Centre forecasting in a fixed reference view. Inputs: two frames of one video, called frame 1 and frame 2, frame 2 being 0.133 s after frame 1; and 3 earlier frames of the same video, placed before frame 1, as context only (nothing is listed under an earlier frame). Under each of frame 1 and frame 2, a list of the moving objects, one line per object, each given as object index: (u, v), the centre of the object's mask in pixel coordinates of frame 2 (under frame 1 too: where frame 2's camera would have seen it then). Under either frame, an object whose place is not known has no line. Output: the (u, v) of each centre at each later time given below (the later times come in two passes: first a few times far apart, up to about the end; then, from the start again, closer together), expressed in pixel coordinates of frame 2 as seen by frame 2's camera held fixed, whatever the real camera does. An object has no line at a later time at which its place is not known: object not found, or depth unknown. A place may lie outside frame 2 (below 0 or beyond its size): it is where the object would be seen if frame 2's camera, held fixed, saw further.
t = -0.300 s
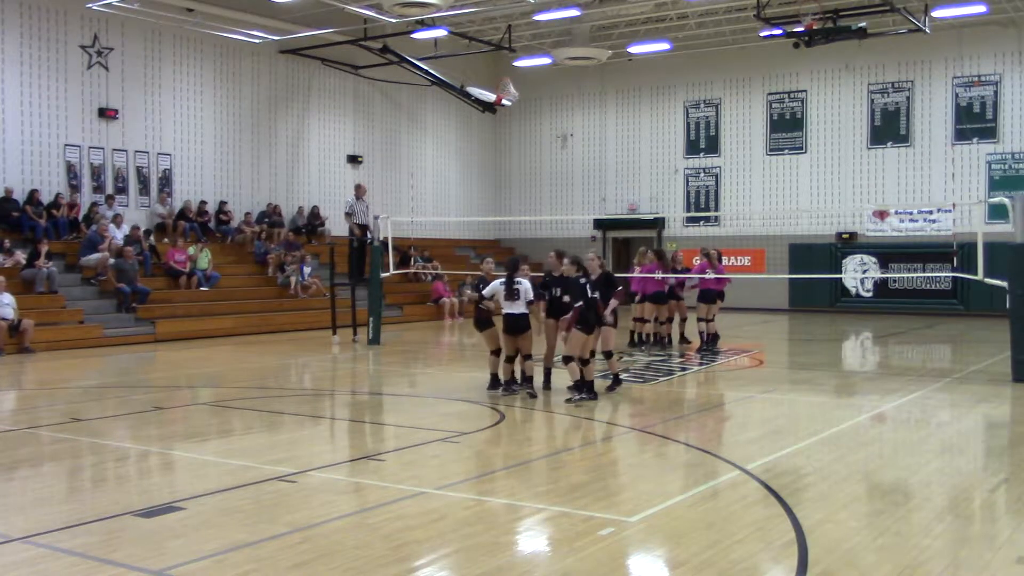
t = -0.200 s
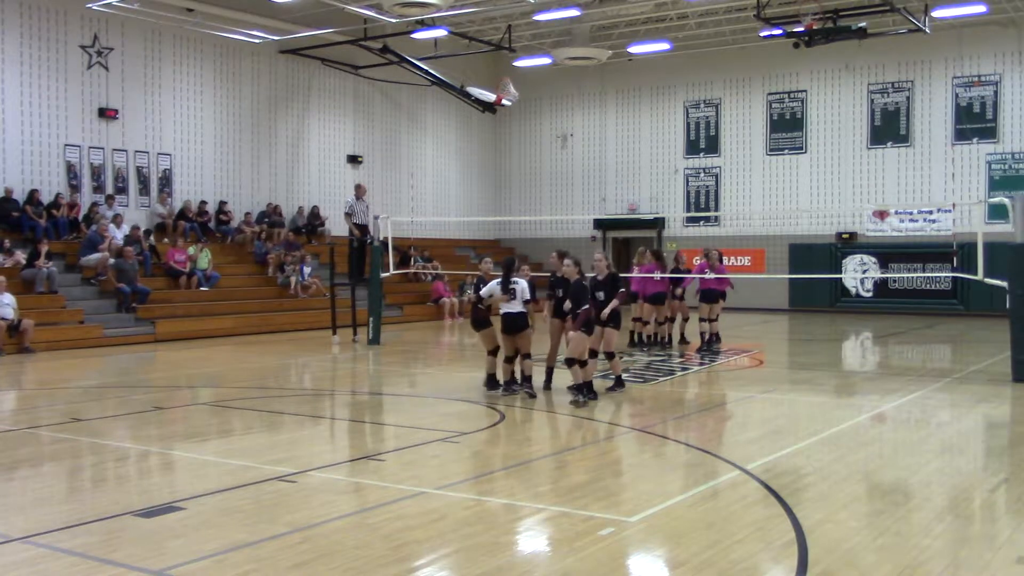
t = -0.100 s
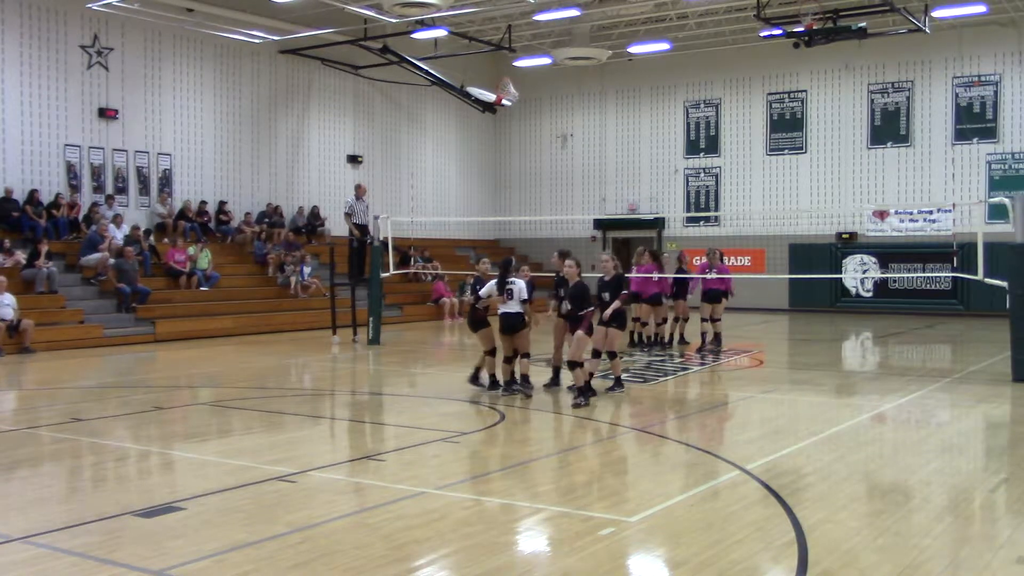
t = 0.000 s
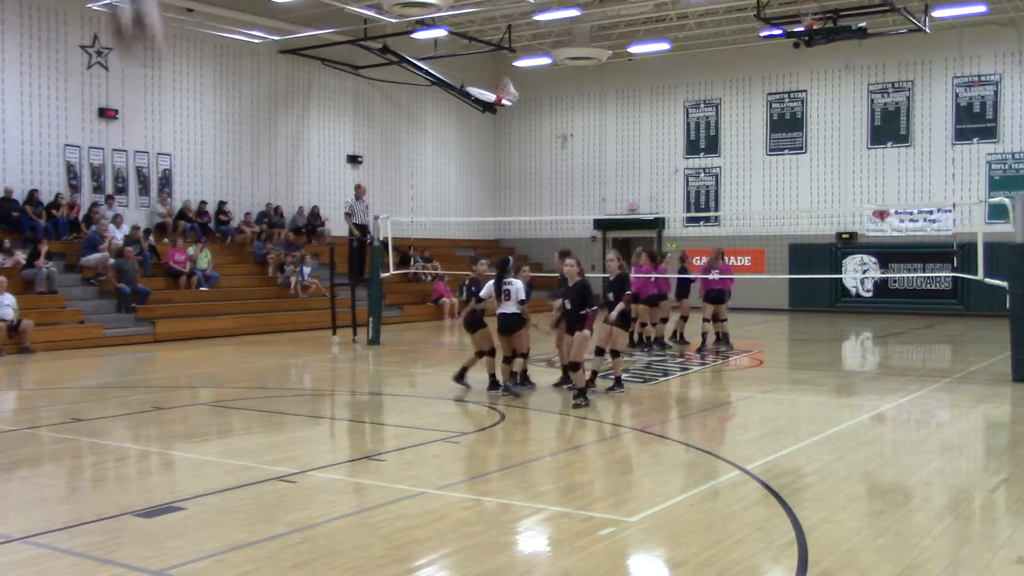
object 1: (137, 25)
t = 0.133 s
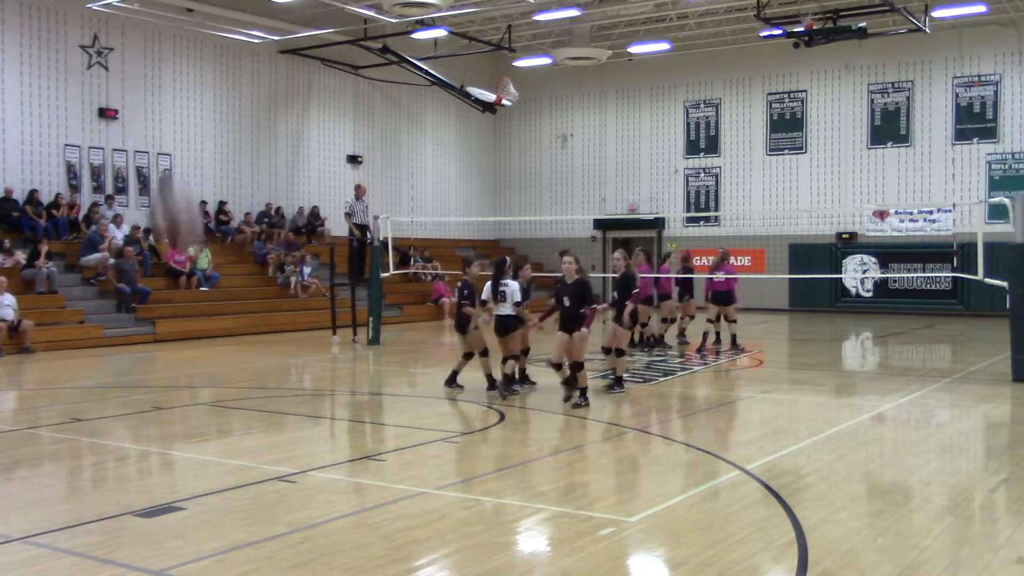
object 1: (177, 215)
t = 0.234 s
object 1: (204, 358)
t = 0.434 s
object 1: (243, 538)
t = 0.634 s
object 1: (251, 351)
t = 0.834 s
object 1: (260, 257)
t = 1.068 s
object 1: (270, 248)
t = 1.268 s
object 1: (280, 321)
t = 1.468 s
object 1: (287, 464)
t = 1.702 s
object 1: (295, 440)
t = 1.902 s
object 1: (303, 368)
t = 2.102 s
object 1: (309, 363)
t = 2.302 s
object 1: (314, 427)
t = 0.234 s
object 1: (204, 358)
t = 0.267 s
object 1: (211, 409)
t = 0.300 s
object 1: (219, 459)
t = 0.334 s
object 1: (227, 514)
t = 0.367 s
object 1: (234, 550)
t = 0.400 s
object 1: (240, 561)
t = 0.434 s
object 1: (243, 538)
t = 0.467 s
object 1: (242, 502)
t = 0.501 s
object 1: (243, 467)
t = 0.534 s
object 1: (243, 435)
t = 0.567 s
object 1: (248, 406)
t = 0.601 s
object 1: (250, 376)
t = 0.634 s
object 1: (251, 351)
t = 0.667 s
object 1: (252, 329)
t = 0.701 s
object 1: (253, 311)
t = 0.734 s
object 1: (255, 295)
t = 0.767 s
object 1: (257, 281)
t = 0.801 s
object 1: (259, 267)
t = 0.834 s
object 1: (260, 257)
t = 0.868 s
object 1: (261, 250)
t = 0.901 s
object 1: (262, 243)
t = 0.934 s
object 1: (263, 240)
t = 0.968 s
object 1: (265, 240)
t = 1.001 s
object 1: (267, 240)
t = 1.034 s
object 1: (268, 244)
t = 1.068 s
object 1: (270, 248)
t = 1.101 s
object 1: (273, 255)
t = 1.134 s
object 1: (274, 265)
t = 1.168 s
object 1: (275, 276)
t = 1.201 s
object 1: (276, 288)
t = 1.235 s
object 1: (277, 305)
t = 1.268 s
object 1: (280, 321)
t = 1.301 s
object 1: (280, 338)
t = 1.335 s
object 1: (281, 359)
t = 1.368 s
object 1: (283, 382)
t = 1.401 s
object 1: (283, 408)
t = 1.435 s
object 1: (285, 434)
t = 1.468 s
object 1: (287, 464)
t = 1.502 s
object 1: (289, 499)
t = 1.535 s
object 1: (289, 526)
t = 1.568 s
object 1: (290, 537)
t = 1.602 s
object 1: (291, 504)
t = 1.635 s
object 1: (292, 480)
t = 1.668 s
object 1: (293, 459)
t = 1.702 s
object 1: (295, 440)
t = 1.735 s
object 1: (297, 422)
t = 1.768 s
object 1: (298, 407)
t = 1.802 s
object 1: (300, 393)
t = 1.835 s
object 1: (301, 383)
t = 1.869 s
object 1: (302, 374)
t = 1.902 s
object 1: (303, 368)
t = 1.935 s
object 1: (304, 362)
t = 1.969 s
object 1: (305, 359)
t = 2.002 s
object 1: (306, 357)
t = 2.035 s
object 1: (307, 357)
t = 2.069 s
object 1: (308, 359)
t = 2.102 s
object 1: (309, 363)
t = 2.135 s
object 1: (310, 369)
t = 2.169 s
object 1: (311, 376)
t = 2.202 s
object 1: (313, 386)
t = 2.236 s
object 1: (314, 397)
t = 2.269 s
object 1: (315, 411)
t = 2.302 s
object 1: (314, 427)
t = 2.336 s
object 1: (316, 442)
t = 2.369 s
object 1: (317, 461)
